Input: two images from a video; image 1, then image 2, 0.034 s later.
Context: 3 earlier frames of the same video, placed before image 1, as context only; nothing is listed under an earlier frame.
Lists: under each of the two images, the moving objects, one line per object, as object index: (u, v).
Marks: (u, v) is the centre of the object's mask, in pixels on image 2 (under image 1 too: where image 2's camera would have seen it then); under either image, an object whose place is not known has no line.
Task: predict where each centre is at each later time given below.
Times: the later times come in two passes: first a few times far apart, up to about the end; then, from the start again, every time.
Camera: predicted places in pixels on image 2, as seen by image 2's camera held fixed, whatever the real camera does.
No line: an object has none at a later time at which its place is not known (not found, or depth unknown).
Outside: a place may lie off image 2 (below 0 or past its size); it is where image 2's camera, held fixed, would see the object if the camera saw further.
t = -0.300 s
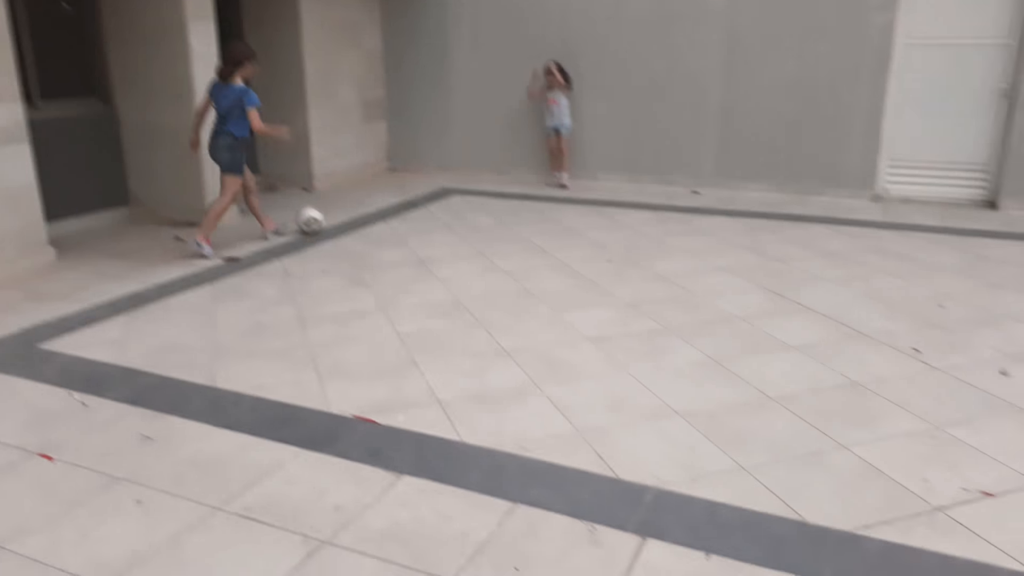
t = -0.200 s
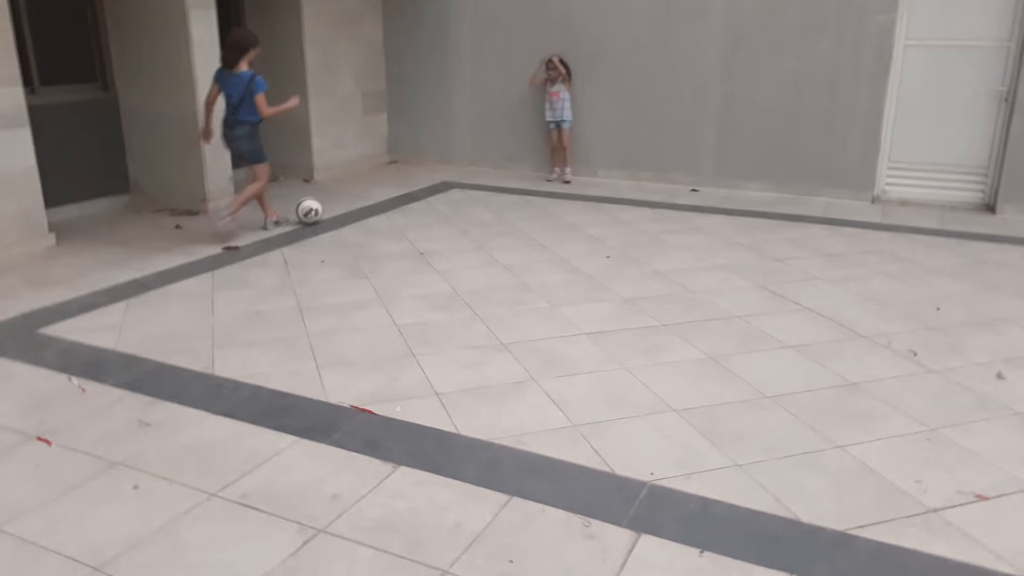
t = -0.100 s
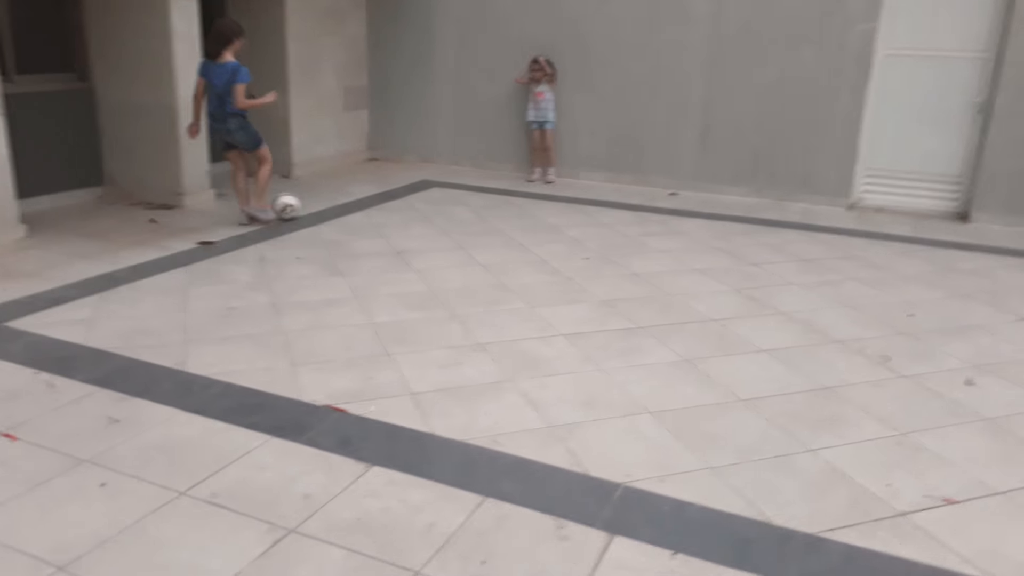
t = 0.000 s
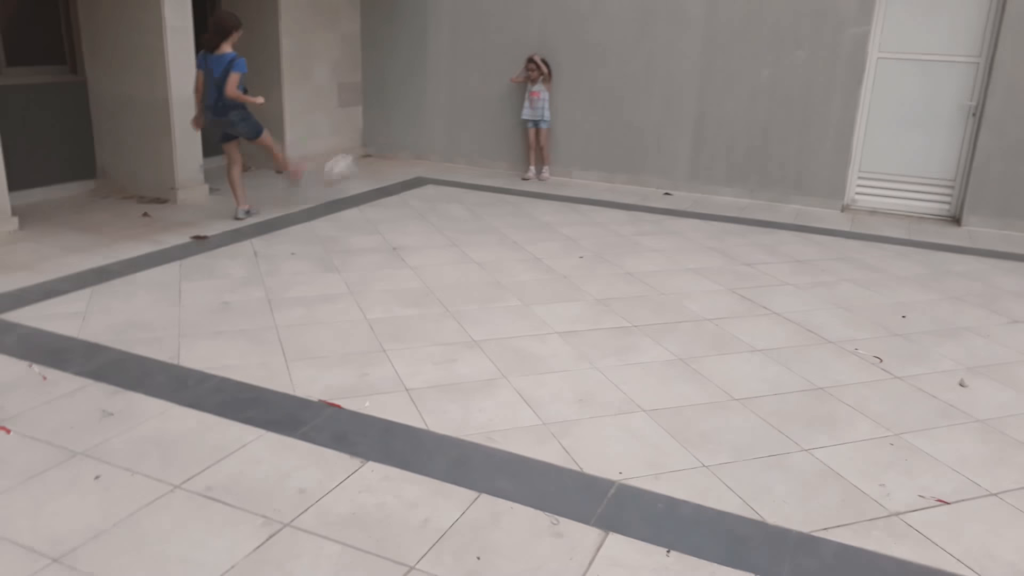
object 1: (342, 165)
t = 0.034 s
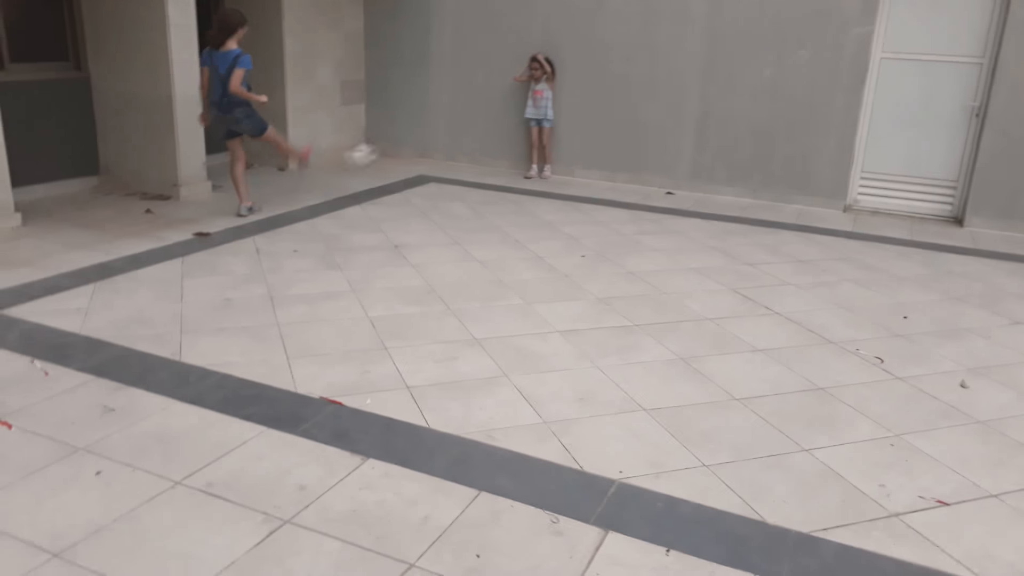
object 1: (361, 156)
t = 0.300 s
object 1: (484, 128)
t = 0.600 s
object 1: (447, 151)
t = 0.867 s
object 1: (411, 171)
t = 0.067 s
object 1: (381, 147)
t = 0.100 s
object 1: (397, 142)
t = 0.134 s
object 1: (414, 135)
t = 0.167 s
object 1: (431, 131)
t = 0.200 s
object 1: (445, 128)
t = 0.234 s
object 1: (457, 128)
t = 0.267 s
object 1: (471, 126)
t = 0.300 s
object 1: (484, 128)
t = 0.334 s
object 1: (483, 134)
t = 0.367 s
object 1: (478, 140)
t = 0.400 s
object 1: (473, 151)
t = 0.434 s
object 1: (467, 164)
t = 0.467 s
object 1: (462, 168)
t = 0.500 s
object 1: (459, 162)
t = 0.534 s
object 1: (455, 158)
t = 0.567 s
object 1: (451, 154)
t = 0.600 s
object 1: (447, 151)
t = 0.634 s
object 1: (444, 148)
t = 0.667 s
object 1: (440, 148)
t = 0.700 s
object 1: (436, 147)
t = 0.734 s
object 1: (431, 149)
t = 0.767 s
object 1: (427, 152)
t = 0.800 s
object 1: (421, 159)
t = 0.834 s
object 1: (416, 164)
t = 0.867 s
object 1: (411, 171)
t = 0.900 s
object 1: (407, 179)
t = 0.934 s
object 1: (401, 190)
